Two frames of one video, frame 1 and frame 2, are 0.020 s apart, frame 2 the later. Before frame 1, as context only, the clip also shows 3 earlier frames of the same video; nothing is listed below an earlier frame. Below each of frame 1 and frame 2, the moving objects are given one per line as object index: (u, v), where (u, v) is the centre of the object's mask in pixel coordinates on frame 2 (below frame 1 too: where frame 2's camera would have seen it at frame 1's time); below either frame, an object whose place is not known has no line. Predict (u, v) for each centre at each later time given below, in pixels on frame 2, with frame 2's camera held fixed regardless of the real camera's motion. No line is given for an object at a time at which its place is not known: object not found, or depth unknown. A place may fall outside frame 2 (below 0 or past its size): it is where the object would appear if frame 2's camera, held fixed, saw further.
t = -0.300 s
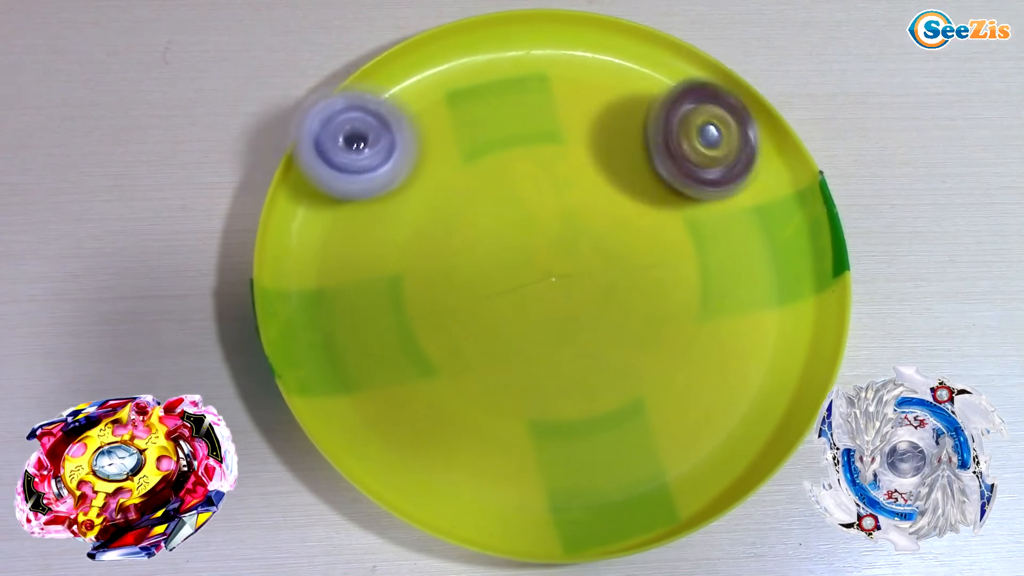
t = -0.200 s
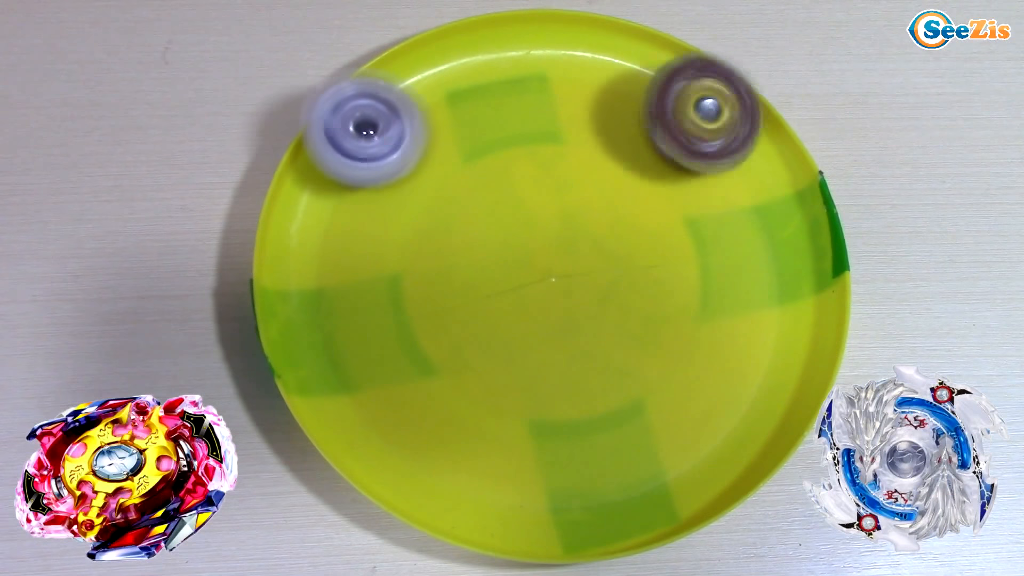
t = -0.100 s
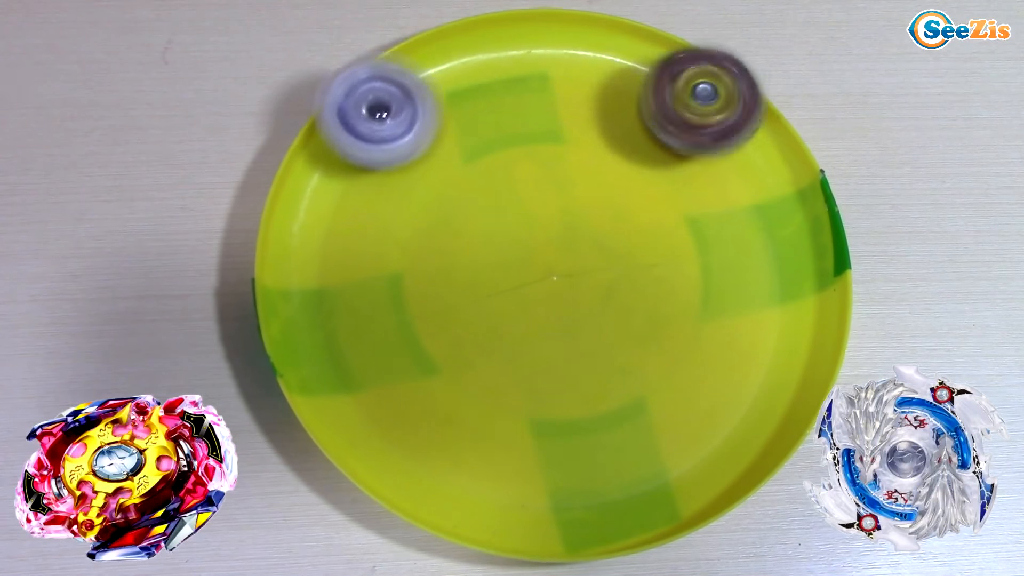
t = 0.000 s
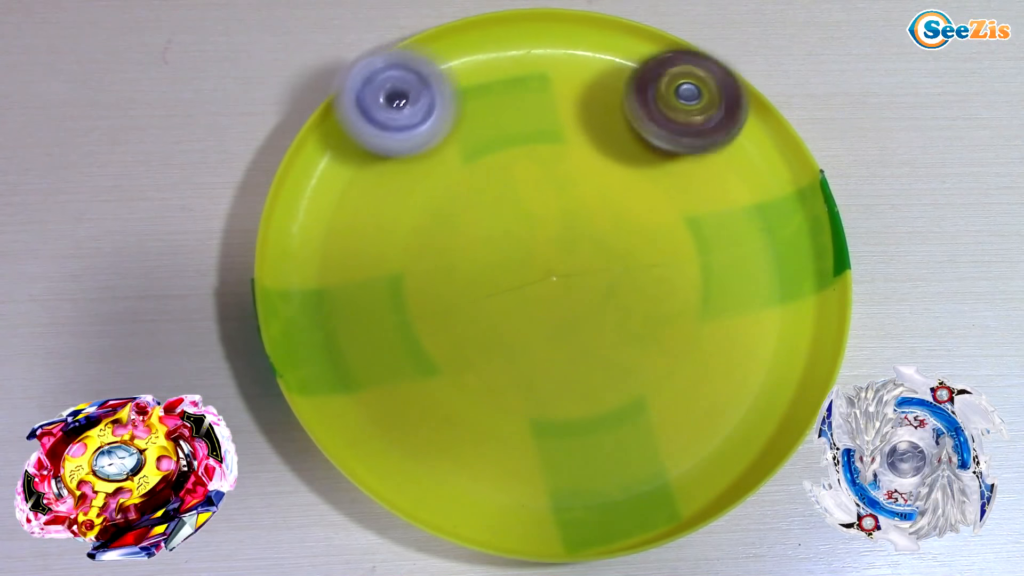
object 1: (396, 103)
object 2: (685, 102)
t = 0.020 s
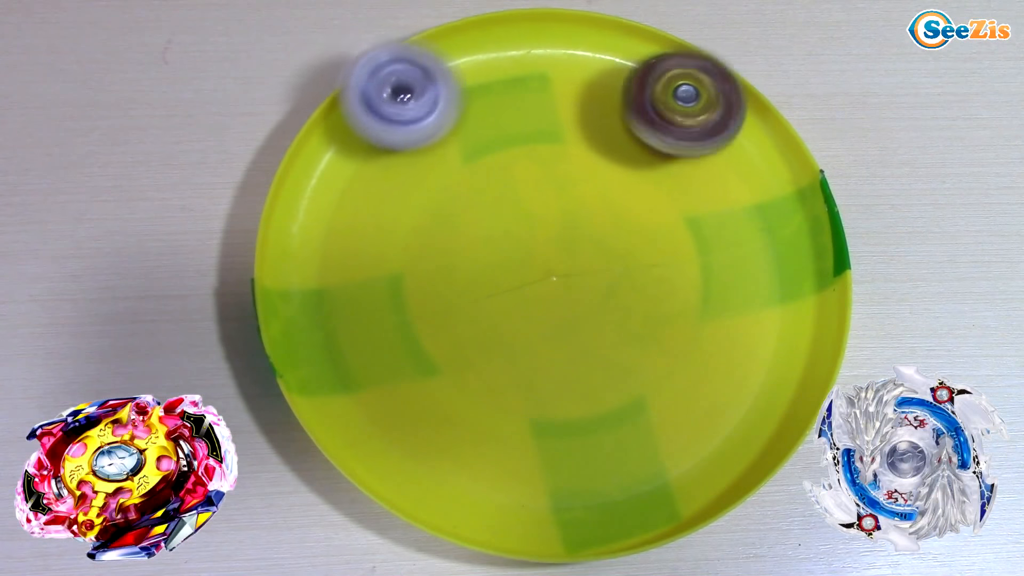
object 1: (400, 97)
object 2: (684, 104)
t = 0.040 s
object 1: (406, 92)
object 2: (680, 104)
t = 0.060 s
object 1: (410, 89)
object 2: (678, 103)
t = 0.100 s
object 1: (419, 87)
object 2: (675, 103)
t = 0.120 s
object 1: (424, 84)
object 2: (673, 103)
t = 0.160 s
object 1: (436, 74)
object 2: (669, 102)
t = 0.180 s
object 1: (442, 71)
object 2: (668, 102)
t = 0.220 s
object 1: (453, 70)
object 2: (664, 99)
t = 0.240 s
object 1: (460, 68)
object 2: (662, 99)
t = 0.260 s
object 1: (467, 65)
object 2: (660, 98)
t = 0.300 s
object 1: (480, 58)
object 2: (657, 95)
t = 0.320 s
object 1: (484, 56)
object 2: (656, 94)
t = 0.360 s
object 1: (493, 57)
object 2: (656, 90)
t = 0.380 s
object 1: (500, 57)
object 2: (658, 90)
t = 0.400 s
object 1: (507, 54)
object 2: (659, 92)
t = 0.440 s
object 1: (522, 51)
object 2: (658, 88)
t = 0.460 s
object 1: (528, 52)
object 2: (658, 87)
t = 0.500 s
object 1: (532, 51)
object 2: (667, 87)
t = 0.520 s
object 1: (520, 48)
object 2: (675, 89)
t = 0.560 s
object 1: (493, 56)
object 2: (698, 96)
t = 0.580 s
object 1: (483, 60)
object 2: (703, 99)
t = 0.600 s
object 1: (473, 63)
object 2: (706, 103)
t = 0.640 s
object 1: (461, 68)
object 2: (705, 111)
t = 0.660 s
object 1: (458, 71)
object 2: (703, 114)
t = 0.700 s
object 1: (457, 79)
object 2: (706, 119)
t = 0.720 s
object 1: (459, 83)
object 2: (708, 120)
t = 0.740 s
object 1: (460, 87)
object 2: (712, 126)
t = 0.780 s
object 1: (463, 95)
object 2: (717, 135)
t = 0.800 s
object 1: (465, 99)
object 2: (717, 141)
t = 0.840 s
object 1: (468, 106)
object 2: (719, 149)
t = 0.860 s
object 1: (470, 110)
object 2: (717, 155)
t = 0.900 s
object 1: (474, 116)
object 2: (717, 165)
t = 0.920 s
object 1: (476, 119)
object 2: (713, 169)
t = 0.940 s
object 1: (478, 123)
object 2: (712, 173)
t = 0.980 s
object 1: (481, 130)
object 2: (706, 180)
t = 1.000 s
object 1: (483, 133)
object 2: (704, 184)
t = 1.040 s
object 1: (488, 139)
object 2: (696, 189)
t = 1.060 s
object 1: (490, 142)
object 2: (692, 191)
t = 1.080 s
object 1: (492, 146)
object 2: (689, 194)
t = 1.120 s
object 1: (497, 152)
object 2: (679, 195)
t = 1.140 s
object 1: (500, 156)
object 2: (675, 196)
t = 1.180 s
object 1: (506, 163)
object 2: (665, 195)
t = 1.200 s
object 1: (508, 166)
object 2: (661, 194)
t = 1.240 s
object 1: (515, 173)
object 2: (652, 191)
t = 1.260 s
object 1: (517, 175)
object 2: (649, 189)
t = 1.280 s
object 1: (501, 171)
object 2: (659, 196)
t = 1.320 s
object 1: (449, 158)
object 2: (699, 204)
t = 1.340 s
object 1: (427, 153)
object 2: (712, 209)
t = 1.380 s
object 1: (390, 144)
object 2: (741, 218)
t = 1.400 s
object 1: (372, 139)
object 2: (750, 222)
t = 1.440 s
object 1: (349, 136)
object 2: (765, 228)
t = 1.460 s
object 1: (347, 142)
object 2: (770, 234)
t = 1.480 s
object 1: (345, 150)
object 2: (774, 237)
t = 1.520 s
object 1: (353, 170)
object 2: (781, 244)
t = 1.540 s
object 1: (357, 180)
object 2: (781, 244)
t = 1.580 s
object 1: (366, 196)
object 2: (778, 245)
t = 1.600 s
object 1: (371, 202)
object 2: (775, 245)
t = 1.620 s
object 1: (375, 208)
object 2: (773, 247)
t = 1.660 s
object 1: (384, 218)
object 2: (770, 250)
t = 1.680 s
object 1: (389, 224)
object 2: (769, 253)
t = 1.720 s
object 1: (398, 235)
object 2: (765, 262)
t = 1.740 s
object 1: (402, 240)
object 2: (759, 265)
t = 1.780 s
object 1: (411, 252)
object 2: (749, 266)
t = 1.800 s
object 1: (415, 256)
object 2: (746, 267)
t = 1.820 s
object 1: (419, 261)
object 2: (742, 267)
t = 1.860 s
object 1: (427, 270)
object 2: (737, 266)
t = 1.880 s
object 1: (430, 275)
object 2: (731, 266)
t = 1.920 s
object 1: (436, 285)
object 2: (723, 260)
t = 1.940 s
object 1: (437, 290)
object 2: (720, 258)
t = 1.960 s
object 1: (439, 296)
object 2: (716, 253)
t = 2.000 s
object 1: (442, 307)
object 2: (714, 247)
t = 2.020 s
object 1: (444, 313)
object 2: (713, 244)
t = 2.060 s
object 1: (447, 326)
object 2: (712, 237)
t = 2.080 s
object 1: (449, 332)
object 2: (713, 234)
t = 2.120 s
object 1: (452, 346)
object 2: (715, 226)
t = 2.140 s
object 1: (454, 352)
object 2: (717, 223)
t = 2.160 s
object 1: (456, 359)
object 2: (720, 220)
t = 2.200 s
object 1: (460, 371)
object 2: (726, 216)
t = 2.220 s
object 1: (462, 377)
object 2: (729, 215)
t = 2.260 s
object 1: (466, 389)
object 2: (737, 212)
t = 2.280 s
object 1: (468, 395)
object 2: (744, 211)
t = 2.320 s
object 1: (472, 408)
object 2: (752, 213)
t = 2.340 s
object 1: (474, 413)
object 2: (756, 212)
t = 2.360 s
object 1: (476, 419)
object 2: (761, 216)
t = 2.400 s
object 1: (480, 431)
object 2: (768, 219)
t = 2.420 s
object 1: (482, 438)
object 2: (773, 220)
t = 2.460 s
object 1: (487, 449)
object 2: (776, 225)
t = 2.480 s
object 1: (490, 455)
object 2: (775, 223)
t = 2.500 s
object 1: (492, 462)
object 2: (774, 224)
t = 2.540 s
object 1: (499, 474)
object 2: (772, 225)
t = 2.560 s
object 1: (501, 475)
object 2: (772, 226)
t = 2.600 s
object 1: (507, 474)
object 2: (768, 231)
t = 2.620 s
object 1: (508, 473)
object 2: (767, 233)
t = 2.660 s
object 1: (512, 471)
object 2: (762, 239)
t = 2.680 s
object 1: (513, 469)
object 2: (758, 242)
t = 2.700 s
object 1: (515, 468)
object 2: (753, 241)
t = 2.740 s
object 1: (517, 465)
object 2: (746, 242)
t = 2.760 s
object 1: (518, 464)
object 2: (743, 241)
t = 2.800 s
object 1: (519, 462)
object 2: (737, 241)
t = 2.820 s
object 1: (519, 461)
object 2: (734, 239)
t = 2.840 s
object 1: (521, 460)
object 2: (730, 236)
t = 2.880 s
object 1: (523, 459)
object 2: (723, 231)
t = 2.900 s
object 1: (524, 458)
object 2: (722, 227)
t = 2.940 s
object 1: (525, 458)
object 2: (721, 221)
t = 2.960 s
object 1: (525, 458)
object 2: (720, 217)
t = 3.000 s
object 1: (527, 457)
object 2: (722, 211)
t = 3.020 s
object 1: (527, 456)
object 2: (723, 208)
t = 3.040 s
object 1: (528, 456)
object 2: (725, 205)
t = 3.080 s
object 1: (529, 455)
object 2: (730, 201)
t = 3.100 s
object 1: (529, 456)
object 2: (732, 198)
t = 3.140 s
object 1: (530, 456)
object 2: (739, 196)
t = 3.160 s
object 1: (530, 454)
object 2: (742, 196)
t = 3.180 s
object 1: (530, 454)
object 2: (746, 196)
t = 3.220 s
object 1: (531, 453)
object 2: (755, 196)
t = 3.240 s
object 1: (531, 453)
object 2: (759, 196)
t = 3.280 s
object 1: (532, 452)
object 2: (766, 199)
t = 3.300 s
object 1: (532, 452)
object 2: (768, 202)
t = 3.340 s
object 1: (533, 451)
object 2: (767, 201)
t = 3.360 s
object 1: (533, 451)
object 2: (767, 200)
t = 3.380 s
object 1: (534, 450)
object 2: (765, 199)
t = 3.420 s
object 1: (534, 449)
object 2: (763, 201)
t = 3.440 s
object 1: (534, 449)
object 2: (763, 203)
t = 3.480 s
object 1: (534, 448)
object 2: (762, 207)
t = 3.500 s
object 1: (534, 448)
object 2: (763, 209)
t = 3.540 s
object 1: (535, 447)
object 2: (757, 215)
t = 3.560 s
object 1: (535, 446)
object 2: (752, 217)
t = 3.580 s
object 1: (535, 446)
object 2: (750, 218)
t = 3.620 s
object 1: (535, 445)
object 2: (742, 218)
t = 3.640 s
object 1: (535, 445)
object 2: (738, 217)
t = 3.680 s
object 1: (535, 444)
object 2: (732, 217)
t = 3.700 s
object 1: (535, 444)
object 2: (730, 216)
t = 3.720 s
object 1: (535, 444)
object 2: (726, 212)
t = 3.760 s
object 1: (534, 442)
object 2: (721, 206)
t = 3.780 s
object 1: (534, 441)
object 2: (720, 203)
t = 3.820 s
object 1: (534, 440)
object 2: (720, 198)
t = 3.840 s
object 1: (534, 440)
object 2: (720, 195)
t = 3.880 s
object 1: (534, 438)
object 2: (721, 190)
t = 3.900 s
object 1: (535, 438)
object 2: (723, 187)
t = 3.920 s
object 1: (535, 437)
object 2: (724, 184)
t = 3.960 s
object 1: (535, 436)
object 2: (729, 180)
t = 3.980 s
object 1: (535, 435)
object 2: (731, 178)
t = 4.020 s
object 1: (536, 435)
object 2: (738, 175)
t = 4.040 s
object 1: (536, 434)
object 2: (742, 176)
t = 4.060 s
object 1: (536, 434)
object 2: (746, 175)
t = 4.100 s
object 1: (537, 432)
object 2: (753, 176)
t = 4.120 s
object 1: (537, 432)
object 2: (755, 179)
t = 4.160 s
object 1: (537, 431)
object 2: (758, 180)
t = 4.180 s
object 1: (538, 431)
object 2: (759, 180)
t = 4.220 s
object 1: (538, 430)
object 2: (756, 179)
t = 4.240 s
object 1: (538, 429)
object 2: (754, 178)
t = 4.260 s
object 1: (539, 429)
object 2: (753, 179)
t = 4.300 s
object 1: (539, 428)
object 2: (753, 180)
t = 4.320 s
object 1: (540, 427)
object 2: (754, 182)
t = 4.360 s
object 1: (540, 427)
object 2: (753, 190)
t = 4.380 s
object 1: (541, 427)
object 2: (748, 194)
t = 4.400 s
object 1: (541, 426)
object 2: (745, 195)
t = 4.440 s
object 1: (541, 426)
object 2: (737, 196)
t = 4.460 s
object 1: (541, 425)
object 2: (734, 195)
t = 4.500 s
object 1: (542, 424)
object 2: (731, 196)
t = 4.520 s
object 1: (542, 425)
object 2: (729, 195)
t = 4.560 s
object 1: (542, 424)
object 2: (724, 193)
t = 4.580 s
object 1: (542, 424)
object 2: (721, 191)
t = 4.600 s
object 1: (543, 424)
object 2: (719, 188)
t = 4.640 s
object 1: (543, 424)
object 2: (718, 181)
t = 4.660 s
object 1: (543, 424)
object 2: (718, 179)
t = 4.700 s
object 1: (543, 424)
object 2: (719, 174)
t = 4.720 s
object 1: (543, 423)
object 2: (720, 173)
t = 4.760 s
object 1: (544, 422)
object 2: (721, 168)
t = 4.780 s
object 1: (544, 422)
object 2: (724, 165)
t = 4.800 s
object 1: (545, 422)
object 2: (726, 164)
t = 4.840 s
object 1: (545, 423)
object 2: (732, 162)
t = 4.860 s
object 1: (545, 424)
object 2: (736, 160)
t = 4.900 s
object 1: (545, 423)
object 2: (742, 161)
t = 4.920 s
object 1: (544, 423)
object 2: (744, 162)
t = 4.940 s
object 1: (544, 423)
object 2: (747, 161)
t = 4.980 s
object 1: (544, 422)
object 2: (750, 162)
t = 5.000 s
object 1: (544, 422)
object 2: (748, 162)
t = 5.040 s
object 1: (545, 421)
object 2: (746, 161)
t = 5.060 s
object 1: (546, 422)
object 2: (746, 161)
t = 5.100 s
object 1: (546, 423)
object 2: (745, 162)
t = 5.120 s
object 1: (545, 423)
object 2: (742, 164)
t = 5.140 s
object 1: (545, 424)
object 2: (745, 165)
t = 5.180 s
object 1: (544, 422)
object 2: (745, 169)
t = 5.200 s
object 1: (544, 421)
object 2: (742, 172)
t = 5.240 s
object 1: (546, 420)
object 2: (734, 175)
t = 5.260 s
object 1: (547, 420)
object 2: (731, 176)
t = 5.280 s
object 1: (547, 421)
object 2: (726, 176)
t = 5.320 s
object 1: (548, 421)
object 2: (722, 173)
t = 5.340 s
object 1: (547, 422)
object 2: (721, 172)
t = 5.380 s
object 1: (546, 422)
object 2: (718, 170)
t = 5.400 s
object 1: (545, 423)
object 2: (716, 168)
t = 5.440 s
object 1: (544, 421)
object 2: (712, 164)
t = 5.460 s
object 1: (545, 420)
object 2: (712, 160)
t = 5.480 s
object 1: (546, 419)
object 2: (712, 157)
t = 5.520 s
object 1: (547, 419)
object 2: (714, 151)
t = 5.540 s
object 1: (548, 419)
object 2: (715, 150)
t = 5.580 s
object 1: (549, 420)
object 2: (718, 148)
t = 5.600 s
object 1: (549, 420)
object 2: (720, 145)
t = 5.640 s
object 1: (549, 420)
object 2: (723, 143)
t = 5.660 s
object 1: (548, 420)
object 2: (727, 143)
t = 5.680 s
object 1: (548, 420)
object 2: (729, 142)
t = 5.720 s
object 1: (549, 420)
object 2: (736, 142)
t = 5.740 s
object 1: (549, 420)
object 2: (739, 143)
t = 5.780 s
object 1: (549, 420)
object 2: (736, 144)
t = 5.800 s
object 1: (549, 420)
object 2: (733, 142)
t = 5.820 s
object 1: (549, 421)
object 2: (731, 144)
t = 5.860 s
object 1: (548, 420)
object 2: (728, 144)
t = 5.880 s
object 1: (548, 420)
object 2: (728, 143)
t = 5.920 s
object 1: (550, 420)
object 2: (730, 147)
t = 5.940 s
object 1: (550, 420)
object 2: (732, 150)
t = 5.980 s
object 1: (550, 422)
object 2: (728, 156)
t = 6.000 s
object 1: (550, 422)
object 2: (724, 157)
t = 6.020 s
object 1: (549, 422)
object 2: (721, 158)
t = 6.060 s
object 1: (547, 421)
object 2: (716, 158)
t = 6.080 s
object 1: (547, 420)
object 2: (712, 158)
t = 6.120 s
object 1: (548, 418)
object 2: (711, 157)
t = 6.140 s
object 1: (549, 418)
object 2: (710, 156)
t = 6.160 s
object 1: (549, 418)
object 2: (708, 156)
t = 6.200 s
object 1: (549, 418)
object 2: (703, 151)
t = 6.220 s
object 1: (549, 417)
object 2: (701, 148)
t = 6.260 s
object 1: (549, 417)
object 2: (701, 141)
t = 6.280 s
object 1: (549, 416)
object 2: (702, 139)
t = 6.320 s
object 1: (550, 415)
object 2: (705, 137)
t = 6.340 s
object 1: (551, 415)
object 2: (706, 137)
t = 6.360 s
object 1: (552, 415)
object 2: (708, 136)
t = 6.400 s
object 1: (552, 415)
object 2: (709, 134)
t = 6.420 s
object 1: (552, 415)
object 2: (711, 132)
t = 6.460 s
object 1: (552, 414)
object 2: (717, 129)
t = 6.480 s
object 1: (552, 415)
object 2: (720, 129)
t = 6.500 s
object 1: (552, 415)
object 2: (724, 130)
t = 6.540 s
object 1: (552, 414)
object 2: (729, 132)
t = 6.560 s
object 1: (552, 414)
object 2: (728, 135)
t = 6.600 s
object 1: (552, 415)
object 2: (720, 136)
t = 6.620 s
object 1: (552, 414)
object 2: (719, 133)
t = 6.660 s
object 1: (552, 414)
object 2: (718, 133)
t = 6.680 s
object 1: (552, 414)
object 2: (719, 135)
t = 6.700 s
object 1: (552, 414)
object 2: (721, 136)
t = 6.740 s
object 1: (553, 414)
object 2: (719, 143)
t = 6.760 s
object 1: (553, 414)
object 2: (717, 146)
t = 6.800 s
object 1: (553, 416)
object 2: (710, 148)
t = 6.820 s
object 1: (553, 415)
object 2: (706, 148)
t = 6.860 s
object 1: (552, 414)
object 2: (702, 146)
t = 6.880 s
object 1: (551, 415)
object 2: (702, 145)
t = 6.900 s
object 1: (552, 414)
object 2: (701, 145)
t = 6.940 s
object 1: (554, 413)
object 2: (700, 144)
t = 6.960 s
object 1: (555, 413)
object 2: (699, 143)
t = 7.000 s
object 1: (555, 416)
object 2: (696, 140)
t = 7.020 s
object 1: (555, 416)
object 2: (695, 136)
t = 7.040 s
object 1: (554, 417)
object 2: (695, 133)
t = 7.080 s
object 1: (551, 416)
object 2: (697, 128)
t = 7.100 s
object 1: (550, 415)
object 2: (700, 127)
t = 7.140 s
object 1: (551, 411)
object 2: (704, 126)
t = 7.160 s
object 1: (552, 410)
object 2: (705, 125)
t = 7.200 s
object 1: (554, 409)
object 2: (708, 125)
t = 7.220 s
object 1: (555, 408)
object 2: (710, 126)
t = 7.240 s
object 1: (555, 408)
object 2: (711, 125)
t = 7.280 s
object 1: (556, 408)
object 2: (714, 125)
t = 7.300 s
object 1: (556, 409)
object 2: (718, 126)
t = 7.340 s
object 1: (556, 408)
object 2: (718, 129)
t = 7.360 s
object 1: (556, 409)
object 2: (715, 130)
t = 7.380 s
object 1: (556, 409)
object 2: (715, 130)
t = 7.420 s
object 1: (556, 408)
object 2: (715, 130)
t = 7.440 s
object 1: (556, 408)
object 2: (716, 131)
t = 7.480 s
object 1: (557, 408)
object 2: (719, 135)
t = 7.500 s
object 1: (557, 407)
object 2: (716, 138)
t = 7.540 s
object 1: (558, 408)
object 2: (711, 140)
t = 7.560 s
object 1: (558, 408)
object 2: (709, 142)
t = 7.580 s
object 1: (557, 408)
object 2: (704, 142)
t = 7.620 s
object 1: (557, 408)
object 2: (699, 139)
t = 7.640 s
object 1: (557, 408)
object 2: (699, 137)
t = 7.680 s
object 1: (558, 407)
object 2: (697, 136)
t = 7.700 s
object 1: (559, 407)
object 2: (697, 136)
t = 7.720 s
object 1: (559, 407)
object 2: (696, 134)
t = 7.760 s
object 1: (559, 408)
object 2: (695, 131)
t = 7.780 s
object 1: (559, 408)
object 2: (695, 130)
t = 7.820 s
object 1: (559, 408)
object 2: (696, 126)
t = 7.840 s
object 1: (559, 407)
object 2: (697, 123)
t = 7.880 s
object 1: (560, 407)
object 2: (702, 120)
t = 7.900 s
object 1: (560, 406)
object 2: (705, 120)
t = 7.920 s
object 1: (561, 406)
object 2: (707, 121)
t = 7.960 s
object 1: (561, 406)
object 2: (710, 121)
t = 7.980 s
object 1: (561, 407)
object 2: (712, 121)
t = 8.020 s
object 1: (560, 407)
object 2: (713, 121)
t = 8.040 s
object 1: (560, 406)
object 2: (712, 123)
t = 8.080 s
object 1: (559, 406)
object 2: (710, 122)
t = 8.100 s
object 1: (560, 405)
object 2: (707, 122)
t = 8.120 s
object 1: (560, 406)
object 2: (708, 121)
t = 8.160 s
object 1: (561, 405)
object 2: (712, 122)
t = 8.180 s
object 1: (561, 406)
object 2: (712, 124)
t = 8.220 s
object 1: (562, 406)
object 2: (712, 129)
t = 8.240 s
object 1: (562, 407)
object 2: (709, 131)
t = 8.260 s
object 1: (561, 408)
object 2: (706, 134)
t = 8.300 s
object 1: (560, 407)
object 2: (699, 133)
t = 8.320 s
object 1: (560, 406)
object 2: (695, 131)
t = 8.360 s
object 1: (560, 404)
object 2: (694, 130)
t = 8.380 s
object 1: (561, 405)
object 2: (694, 129)
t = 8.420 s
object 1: (561, 406)
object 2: (694, 127)
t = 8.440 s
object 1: (562, 406)
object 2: (694, 128)
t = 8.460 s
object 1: (562, 408)
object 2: (693, 127)
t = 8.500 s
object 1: (560, 407)
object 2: (692, 124)
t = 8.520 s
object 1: (559, 407)
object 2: (692, 122)
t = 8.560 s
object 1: (559, 404)
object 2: (695, 118)
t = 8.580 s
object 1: (560, 403)
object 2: (697, 116)
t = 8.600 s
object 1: (561, 403)
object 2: (700, 114)
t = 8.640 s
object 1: (563, 403)
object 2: (705, 114)
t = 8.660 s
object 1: (564, 404)
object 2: (708, 116)
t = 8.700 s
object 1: (563, 405)
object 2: (711, 118)
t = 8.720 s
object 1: (562, 406)
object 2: (709, 118)
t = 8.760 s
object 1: (560, 406)
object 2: (705, 118)
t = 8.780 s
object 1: (559, 405)
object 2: (704, 118)
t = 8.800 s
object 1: (559, 404)
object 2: (701, 117)
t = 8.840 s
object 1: (560, 403)
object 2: (702, 116)
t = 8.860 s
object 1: (560, 402)
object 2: (705, 116)
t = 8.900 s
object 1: (561, 402)
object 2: (706, 121)
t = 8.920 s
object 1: (561, 401)
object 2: (707, 123)
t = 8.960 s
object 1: (562, 402)
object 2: (701, 126)
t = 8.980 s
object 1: (563, 402)
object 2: (696, 127)
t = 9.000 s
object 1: (563, 401)
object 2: (693, 126)
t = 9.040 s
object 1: (563, 400)
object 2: (688, 123)
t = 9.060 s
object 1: (563, 401)
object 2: (689, 122)
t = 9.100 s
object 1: (565, 398)
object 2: (689, 121)
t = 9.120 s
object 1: (565, 398)
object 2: (690, 121)
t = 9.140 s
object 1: (567, 398)
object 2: (690, 121)
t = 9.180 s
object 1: (567, 397)
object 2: (689, 120)
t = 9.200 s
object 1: (568, 397)
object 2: (690, 119)
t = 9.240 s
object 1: (567, 396)
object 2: (690, 116)
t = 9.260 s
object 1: (568, 395)
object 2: (691, 114)
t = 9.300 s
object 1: (569, 395)
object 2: (695, 112)
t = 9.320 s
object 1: (569, 394)
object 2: (698, 111)
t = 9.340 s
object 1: (569, 394)
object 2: (702, 112)
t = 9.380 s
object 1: (570, 392)
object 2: (706, 115)
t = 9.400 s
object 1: (572, 393)
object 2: (706, 116)
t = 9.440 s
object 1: (572, 392)
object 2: (707, 119)
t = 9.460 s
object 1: (573, 392)
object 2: (707, 120)
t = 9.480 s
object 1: (573, 392)
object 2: (705, 120)
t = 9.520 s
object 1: (574, 390)
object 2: (704, 119)
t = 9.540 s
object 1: (575, 390)
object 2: (704, 117)
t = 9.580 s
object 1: (576, 390)
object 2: (706, 118)
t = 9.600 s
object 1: (577, 390)
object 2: (709, 119)
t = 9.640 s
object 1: (579, 389)
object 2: (707, 122)
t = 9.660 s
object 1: (580, 389)
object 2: (706, 123)
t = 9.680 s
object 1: (579, 390)
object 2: (703, 122)
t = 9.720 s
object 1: (581, 389)
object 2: (696, 122)
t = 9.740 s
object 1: (581, 389)
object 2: (694, 119)
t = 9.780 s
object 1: (581, 389)
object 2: (692, 114)
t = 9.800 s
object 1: (581, 389)
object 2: (693, 114)
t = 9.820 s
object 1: (582, 389)
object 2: (693, 111)
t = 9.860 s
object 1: (582, 389)
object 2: (697, 111)
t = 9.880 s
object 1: (582, 388)
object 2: (698, 112)
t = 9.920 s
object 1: (583, 388)
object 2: (697, 113)
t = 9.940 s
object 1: (582, 389)
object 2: (698, 114)
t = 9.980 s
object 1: (583, 388)
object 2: (698, 113)
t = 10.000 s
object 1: (582, 389)
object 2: (697, 112)
